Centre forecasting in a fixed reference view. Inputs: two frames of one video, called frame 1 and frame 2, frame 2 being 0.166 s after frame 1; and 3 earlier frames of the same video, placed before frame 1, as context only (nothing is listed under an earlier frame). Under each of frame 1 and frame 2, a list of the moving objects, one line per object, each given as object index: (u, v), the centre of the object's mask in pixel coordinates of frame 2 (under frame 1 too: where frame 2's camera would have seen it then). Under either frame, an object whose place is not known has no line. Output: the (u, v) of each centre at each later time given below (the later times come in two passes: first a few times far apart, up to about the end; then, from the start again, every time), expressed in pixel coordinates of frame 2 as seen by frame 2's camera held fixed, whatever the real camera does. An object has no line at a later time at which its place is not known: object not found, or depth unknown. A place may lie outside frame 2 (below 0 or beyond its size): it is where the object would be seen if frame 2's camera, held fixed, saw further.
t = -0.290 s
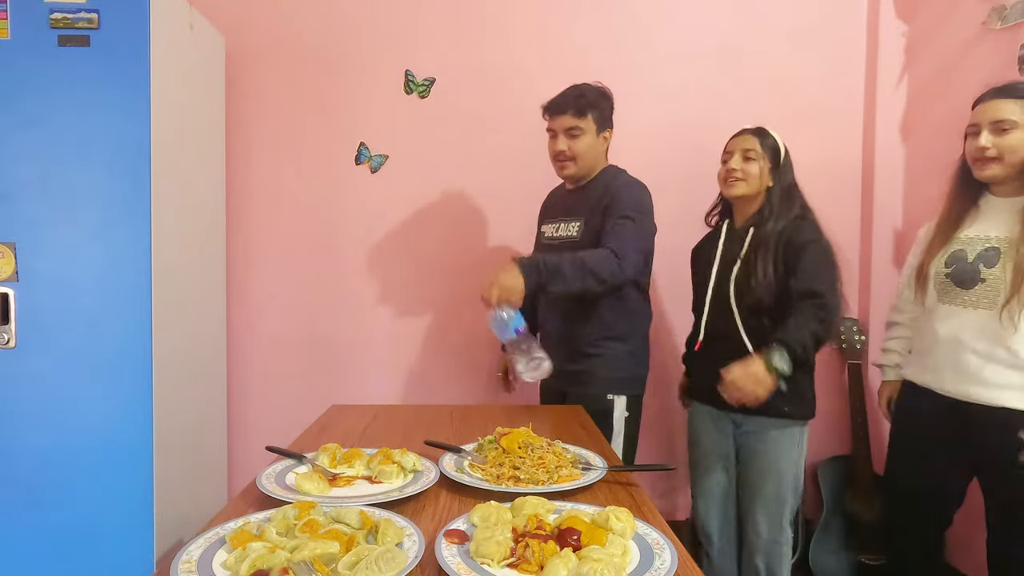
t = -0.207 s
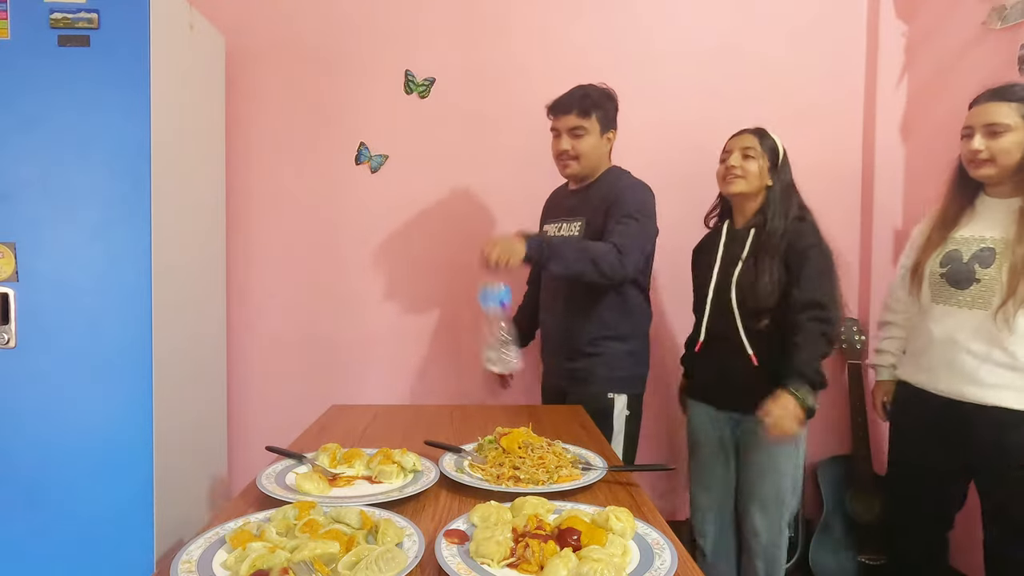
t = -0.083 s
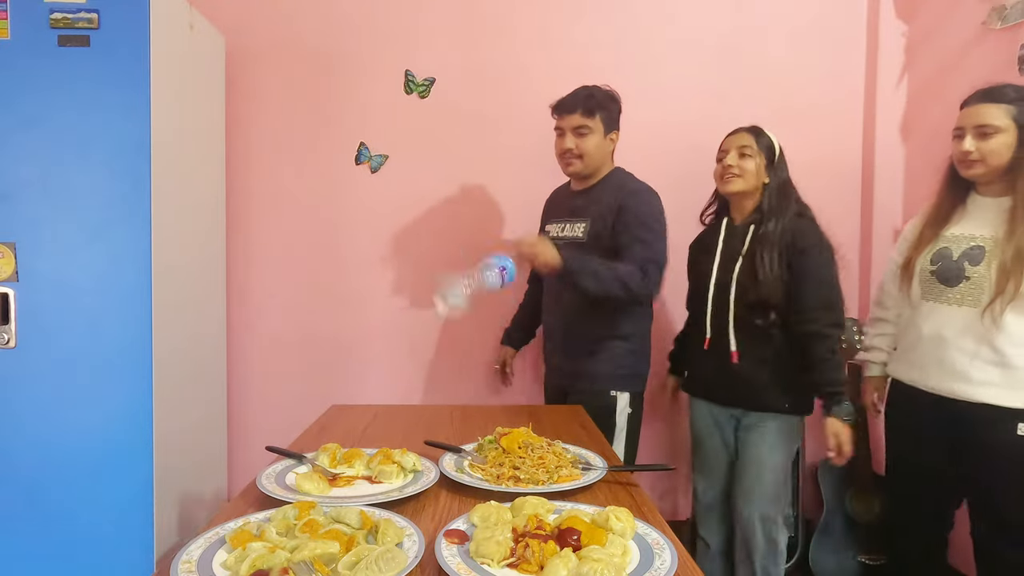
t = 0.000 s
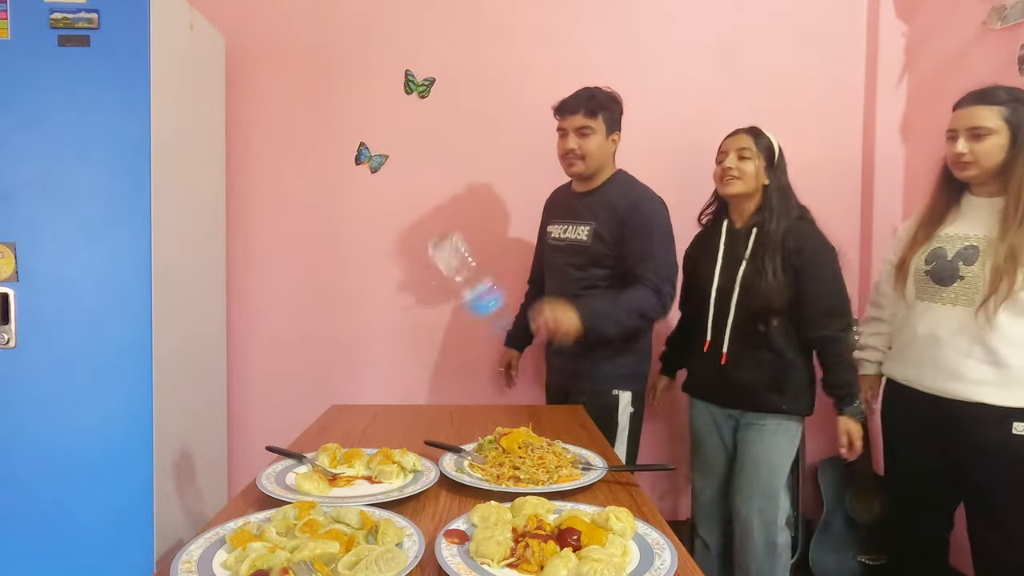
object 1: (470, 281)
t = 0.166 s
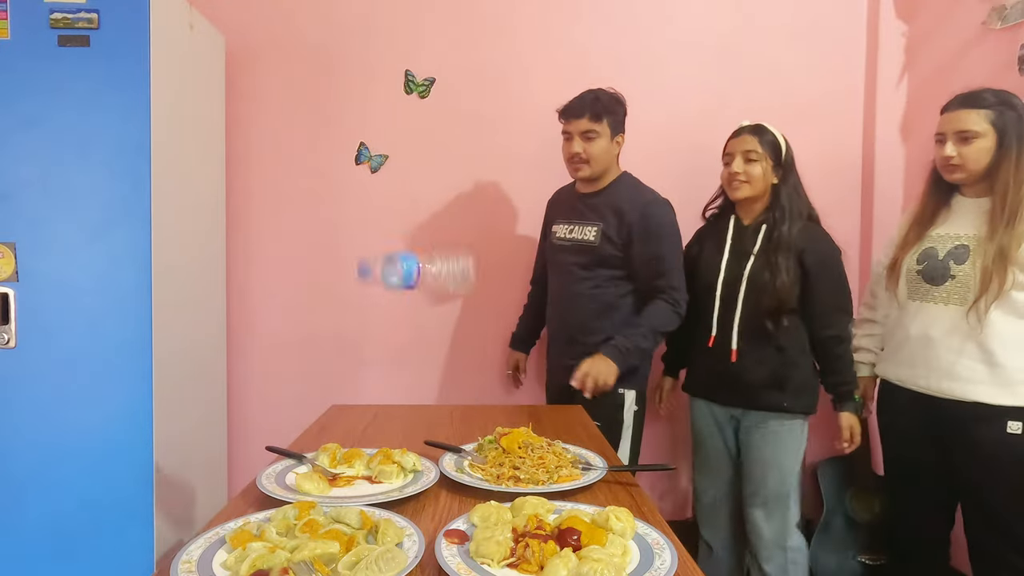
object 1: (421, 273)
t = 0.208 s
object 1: (426, 283)
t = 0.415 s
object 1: (460, 370)
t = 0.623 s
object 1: (505, 391)
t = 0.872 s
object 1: (509, 401)
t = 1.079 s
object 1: (510, 402)
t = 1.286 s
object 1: (510, 402)
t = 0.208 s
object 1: (426, 283)
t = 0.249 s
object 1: (432, 307)
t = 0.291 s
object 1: (438, 346)
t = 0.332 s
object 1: (446, 365)
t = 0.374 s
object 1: (454, 368)
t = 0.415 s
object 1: (460, 370)
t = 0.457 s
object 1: (467, 371)
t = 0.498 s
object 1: (476, 369)
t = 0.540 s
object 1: (485, 373)
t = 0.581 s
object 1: (494, 379)
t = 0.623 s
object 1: (505, 391)
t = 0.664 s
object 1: (505, 397)
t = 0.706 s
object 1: (507, 397)
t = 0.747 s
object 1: (509, 401)
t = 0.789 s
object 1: (509, 401)
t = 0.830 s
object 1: (509, 401)
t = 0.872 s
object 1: (509, 401)
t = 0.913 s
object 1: (510, 401)
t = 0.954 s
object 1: (511, 402)
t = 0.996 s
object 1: (511, 402)
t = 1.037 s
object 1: (511, 402)
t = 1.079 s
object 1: (510, 402)
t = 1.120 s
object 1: (511, 402)
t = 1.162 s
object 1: (511, 402)
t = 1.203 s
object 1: (511, 402)
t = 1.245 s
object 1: (511, 402)
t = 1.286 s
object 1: (510, 402)
